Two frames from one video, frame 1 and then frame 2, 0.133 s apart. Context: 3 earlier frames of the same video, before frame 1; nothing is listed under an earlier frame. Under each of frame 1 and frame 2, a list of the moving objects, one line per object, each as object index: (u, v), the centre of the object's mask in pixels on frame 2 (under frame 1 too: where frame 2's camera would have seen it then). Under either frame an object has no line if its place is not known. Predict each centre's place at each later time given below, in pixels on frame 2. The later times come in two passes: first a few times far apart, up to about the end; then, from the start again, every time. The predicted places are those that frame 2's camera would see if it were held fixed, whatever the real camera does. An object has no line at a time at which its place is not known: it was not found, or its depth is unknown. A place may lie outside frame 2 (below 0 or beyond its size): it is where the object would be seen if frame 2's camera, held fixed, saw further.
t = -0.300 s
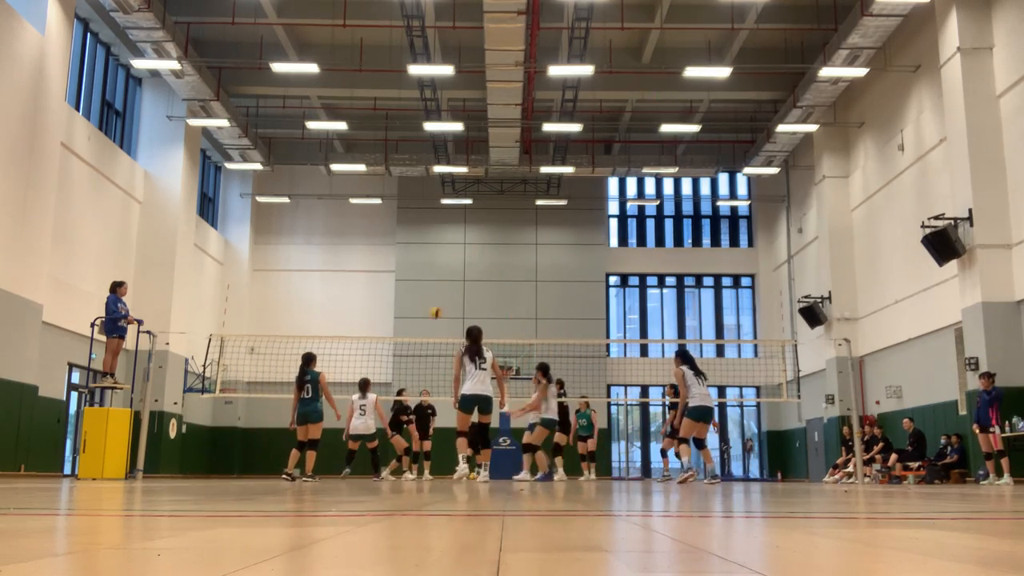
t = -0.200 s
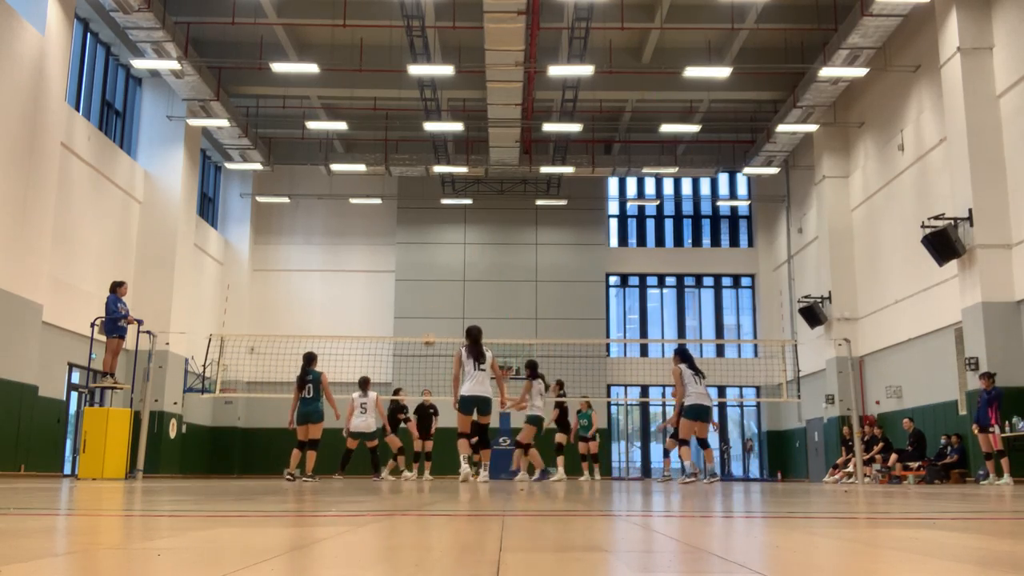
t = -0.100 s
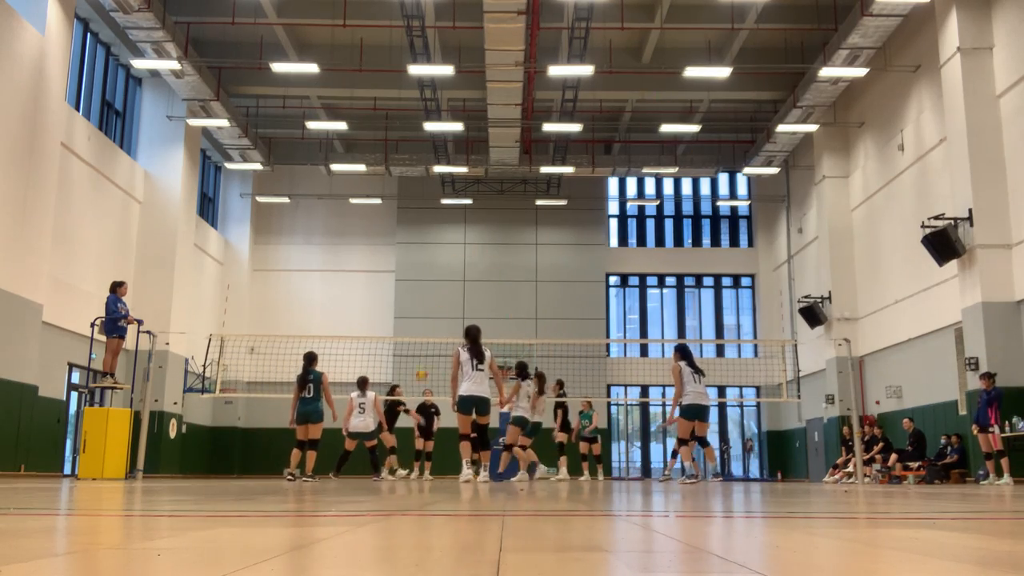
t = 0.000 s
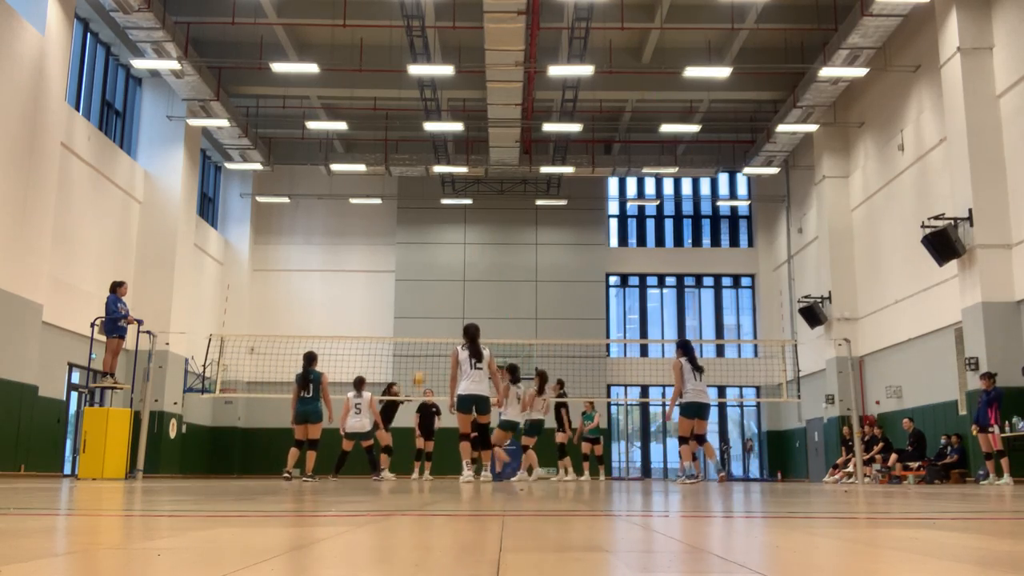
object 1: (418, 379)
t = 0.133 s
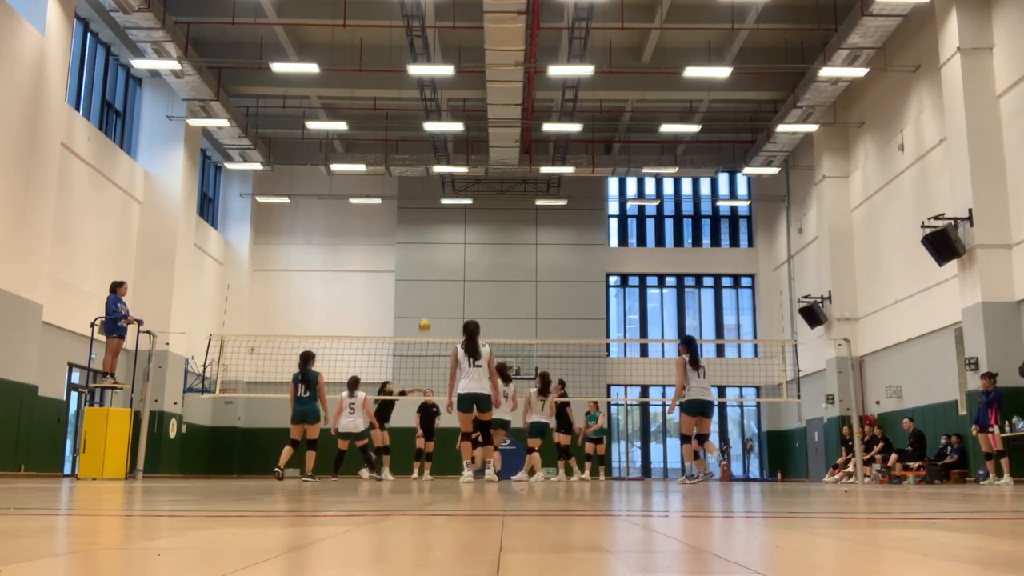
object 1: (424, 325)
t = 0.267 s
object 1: (429, 282)
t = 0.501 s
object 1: (437, 234)
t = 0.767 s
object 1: (445, 216)
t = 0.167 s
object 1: (426, 313)
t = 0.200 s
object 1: (427, 303)
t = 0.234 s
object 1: (428, 292)
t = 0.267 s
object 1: (429, 282)
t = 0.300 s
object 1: (430, 274)
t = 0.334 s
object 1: (431, 265)
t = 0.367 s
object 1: (433, 258)
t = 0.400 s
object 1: (433, 251)
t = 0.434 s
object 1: (435, 245)
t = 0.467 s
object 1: (436, 238)
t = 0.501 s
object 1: (437, 234)
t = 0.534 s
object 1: (438, 229)
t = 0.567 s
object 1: (440, 226)
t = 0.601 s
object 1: (440, 223)
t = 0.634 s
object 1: (441, 220)
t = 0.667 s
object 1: (442, 218)
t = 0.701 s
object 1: (443, 217)
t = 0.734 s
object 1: (444, 216)
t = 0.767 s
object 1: (445, 216)
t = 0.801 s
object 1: (445, 217)
